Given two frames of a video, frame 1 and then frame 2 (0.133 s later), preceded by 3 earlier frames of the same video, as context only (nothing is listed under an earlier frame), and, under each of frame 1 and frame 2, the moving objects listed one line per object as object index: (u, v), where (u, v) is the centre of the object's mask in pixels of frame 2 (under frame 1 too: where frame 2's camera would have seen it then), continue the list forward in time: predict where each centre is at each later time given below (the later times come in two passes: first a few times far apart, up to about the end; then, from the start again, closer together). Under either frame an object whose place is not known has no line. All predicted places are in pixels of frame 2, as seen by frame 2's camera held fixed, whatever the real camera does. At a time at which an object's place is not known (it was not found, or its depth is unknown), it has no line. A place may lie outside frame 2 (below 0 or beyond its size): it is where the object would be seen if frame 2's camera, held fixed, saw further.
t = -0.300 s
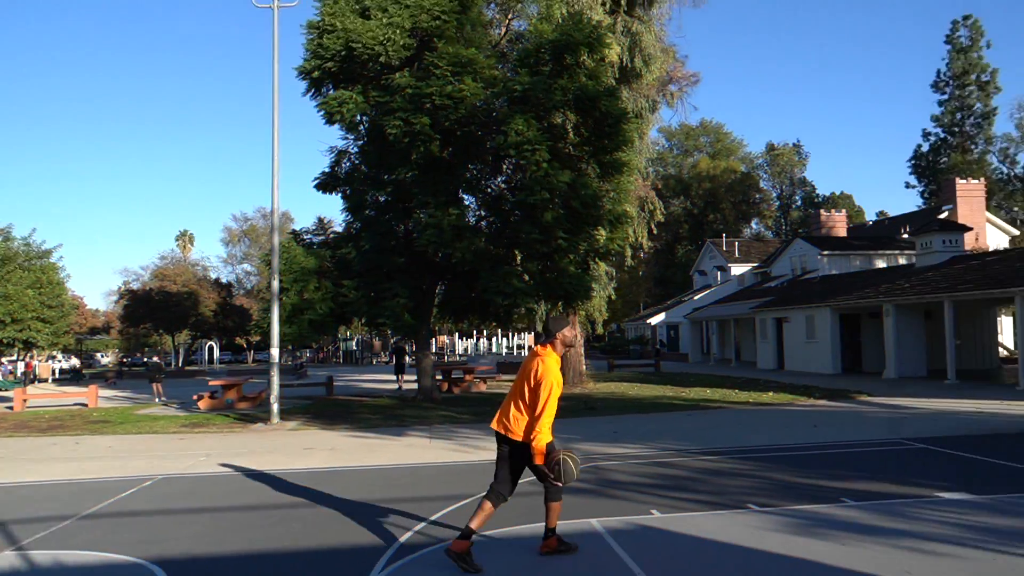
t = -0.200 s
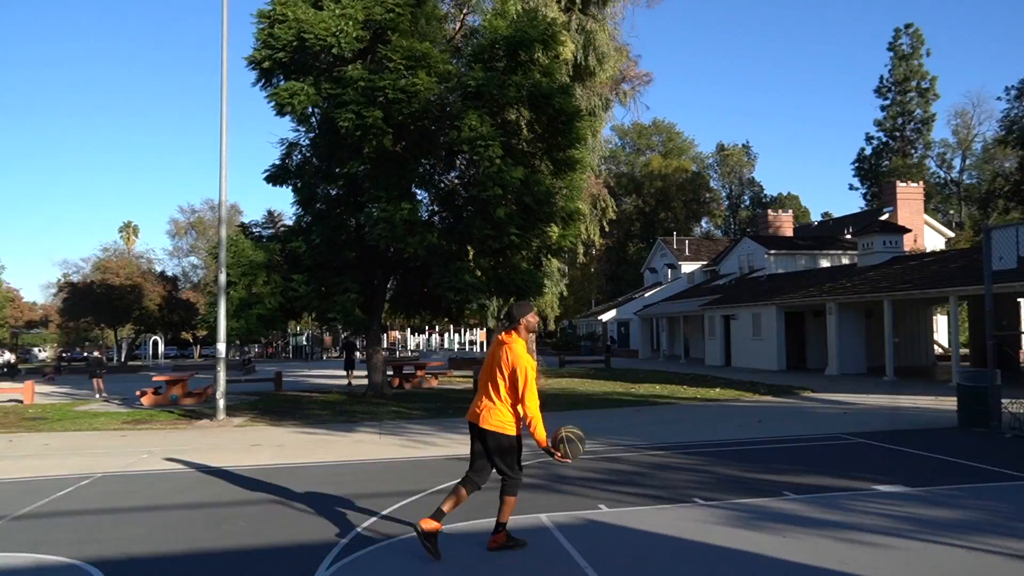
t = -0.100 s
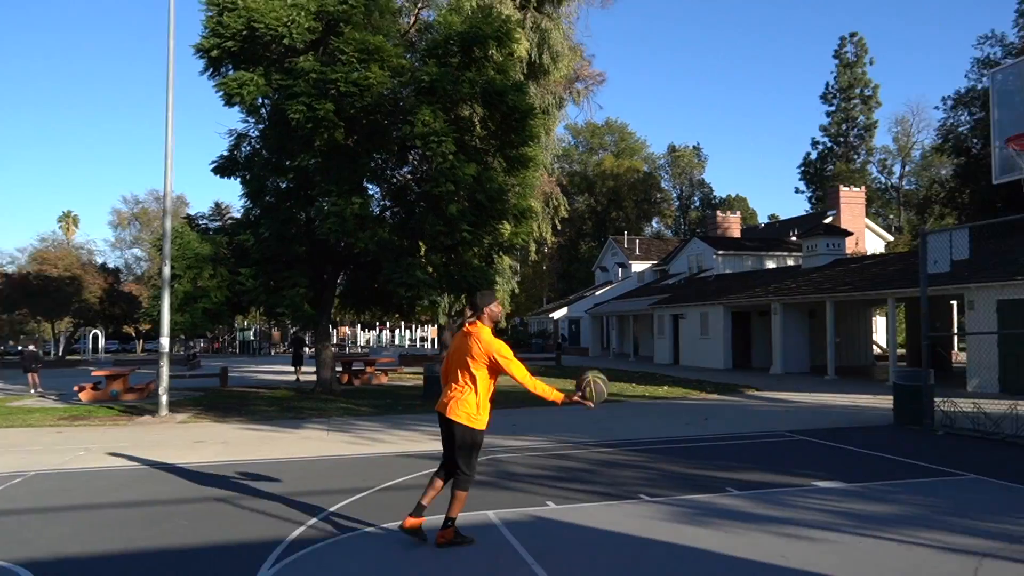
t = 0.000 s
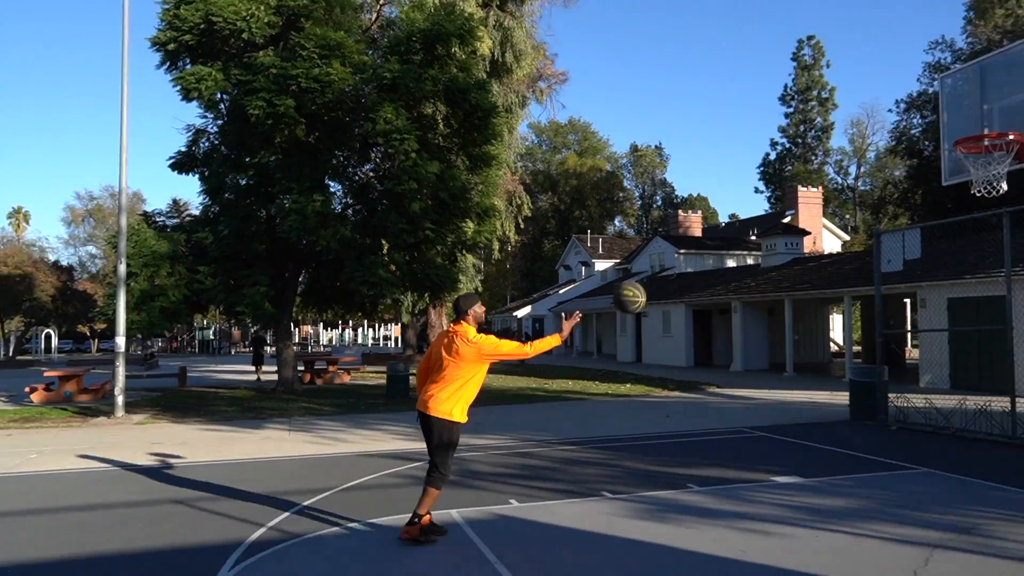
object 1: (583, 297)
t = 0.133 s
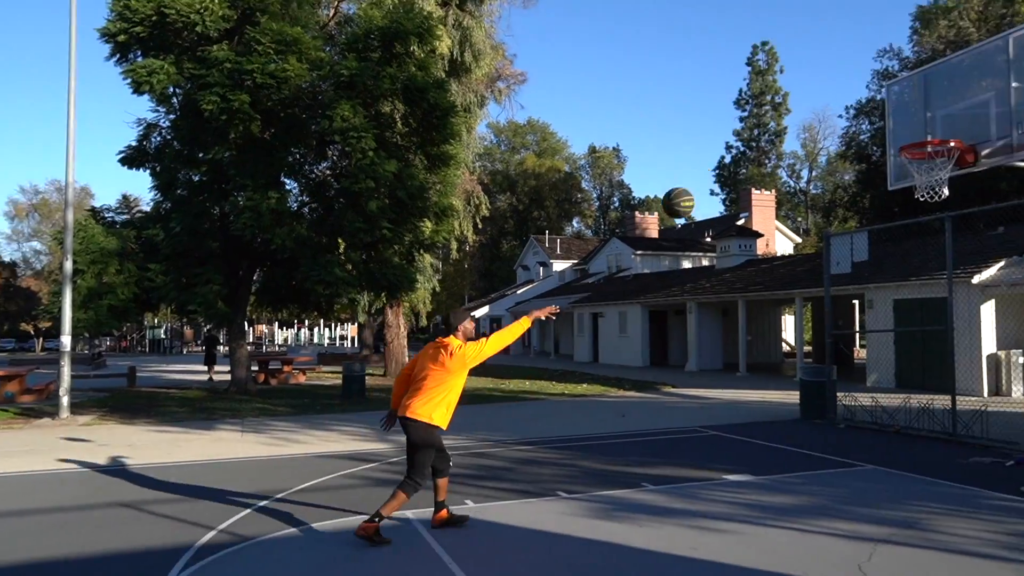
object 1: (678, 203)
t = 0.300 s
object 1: (788, 123)
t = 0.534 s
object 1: (931, 76)
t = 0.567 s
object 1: (952, 76)
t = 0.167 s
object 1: (700, 184)
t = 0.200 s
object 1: (722, 166)
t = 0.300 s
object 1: (788, 123)
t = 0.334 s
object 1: (810, 112)
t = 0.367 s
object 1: (831, 102)
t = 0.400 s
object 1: (852, 94)
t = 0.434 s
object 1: (872, 87)
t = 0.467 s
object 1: (892, 83)
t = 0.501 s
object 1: (911, 79)
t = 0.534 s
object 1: (931, 76)
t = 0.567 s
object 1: (952, 76)
